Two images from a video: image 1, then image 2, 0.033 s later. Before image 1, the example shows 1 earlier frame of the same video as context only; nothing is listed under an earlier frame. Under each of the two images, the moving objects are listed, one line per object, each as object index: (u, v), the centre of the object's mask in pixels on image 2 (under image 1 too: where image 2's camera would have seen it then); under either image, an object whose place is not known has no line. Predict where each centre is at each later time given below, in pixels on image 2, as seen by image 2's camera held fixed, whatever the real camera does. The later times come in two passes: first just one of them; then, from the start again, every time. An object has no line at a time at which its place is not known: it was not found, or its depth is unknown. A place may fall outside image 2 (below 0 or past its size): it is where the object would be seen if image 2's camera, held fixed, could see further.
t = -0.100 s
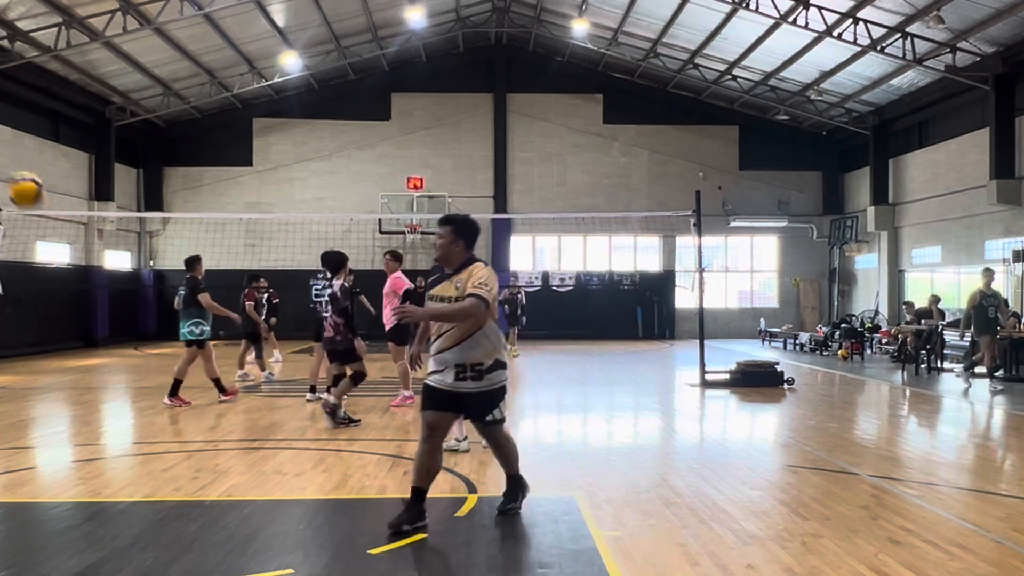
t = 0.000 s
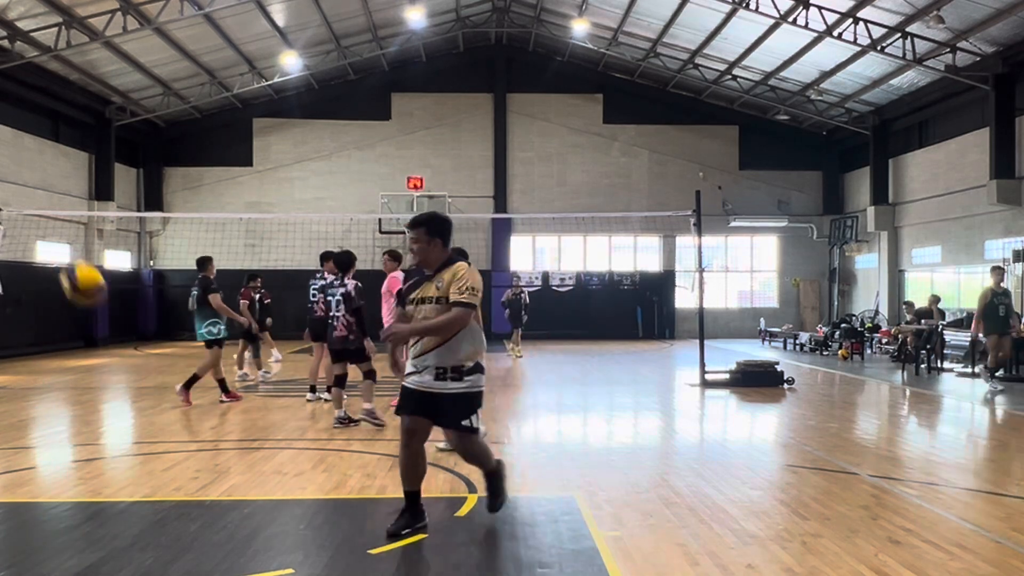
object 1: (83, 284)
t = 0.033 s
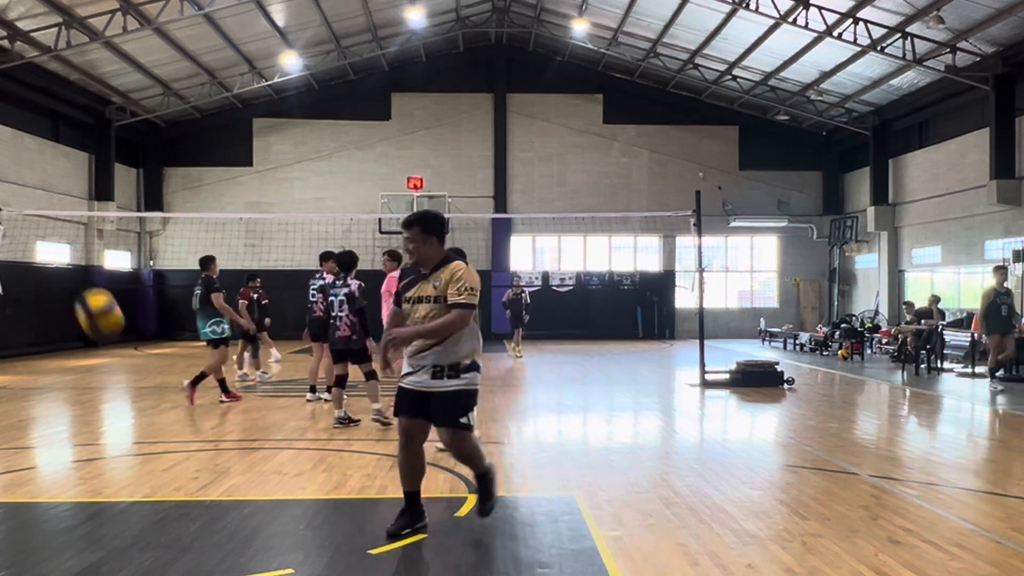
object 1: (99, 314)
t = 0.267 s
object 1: (218, 506)
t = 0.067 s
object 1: (115, 342)
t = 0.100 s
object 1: (133, 381)
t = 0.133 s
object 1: (153, 428)
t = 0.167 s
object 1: (172, 474)
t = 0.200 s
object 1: (194, 525)
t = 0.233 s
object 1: (210, 540)
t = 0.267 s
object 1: (218, 506)
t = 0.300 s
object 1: (227, 473)
